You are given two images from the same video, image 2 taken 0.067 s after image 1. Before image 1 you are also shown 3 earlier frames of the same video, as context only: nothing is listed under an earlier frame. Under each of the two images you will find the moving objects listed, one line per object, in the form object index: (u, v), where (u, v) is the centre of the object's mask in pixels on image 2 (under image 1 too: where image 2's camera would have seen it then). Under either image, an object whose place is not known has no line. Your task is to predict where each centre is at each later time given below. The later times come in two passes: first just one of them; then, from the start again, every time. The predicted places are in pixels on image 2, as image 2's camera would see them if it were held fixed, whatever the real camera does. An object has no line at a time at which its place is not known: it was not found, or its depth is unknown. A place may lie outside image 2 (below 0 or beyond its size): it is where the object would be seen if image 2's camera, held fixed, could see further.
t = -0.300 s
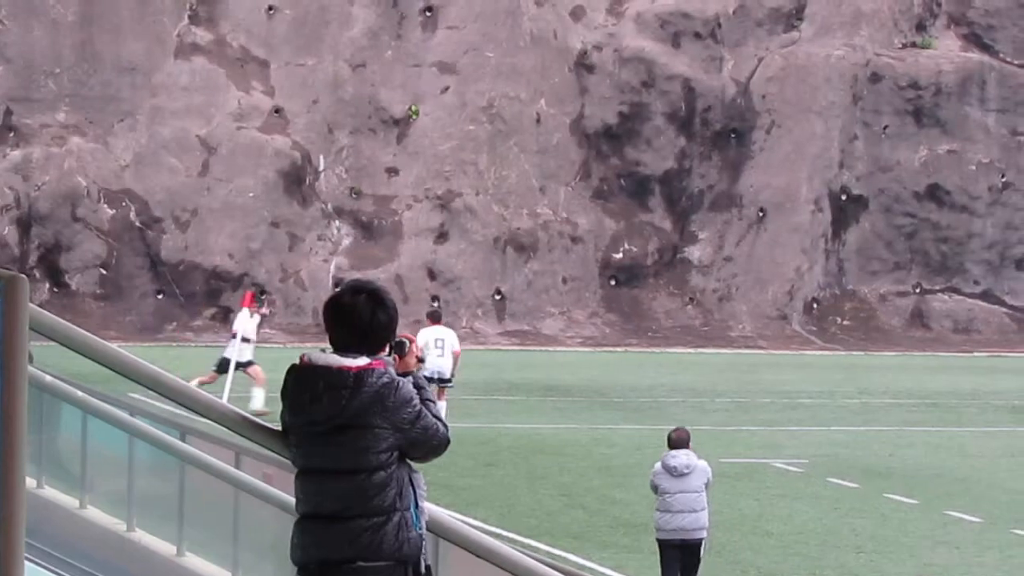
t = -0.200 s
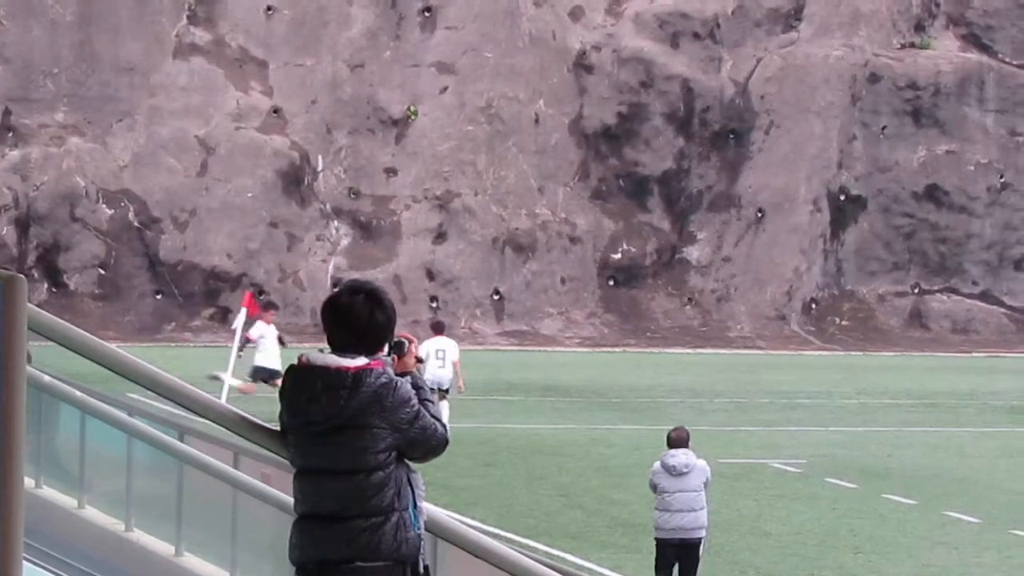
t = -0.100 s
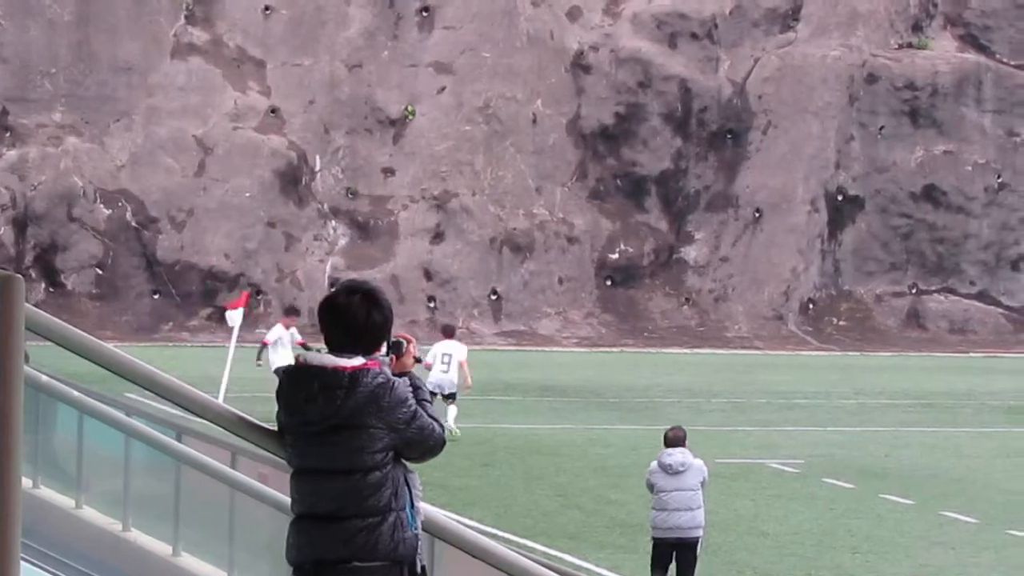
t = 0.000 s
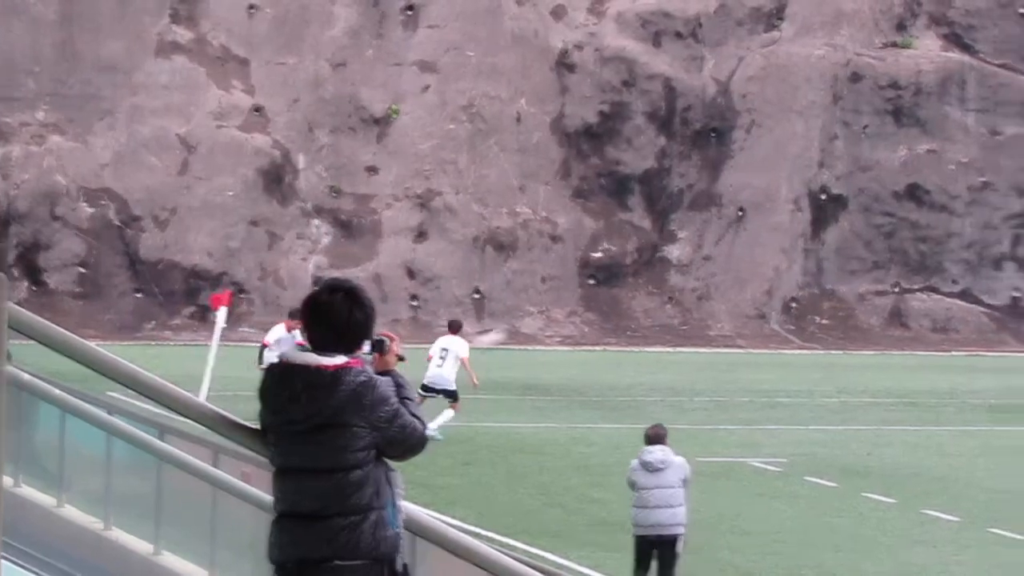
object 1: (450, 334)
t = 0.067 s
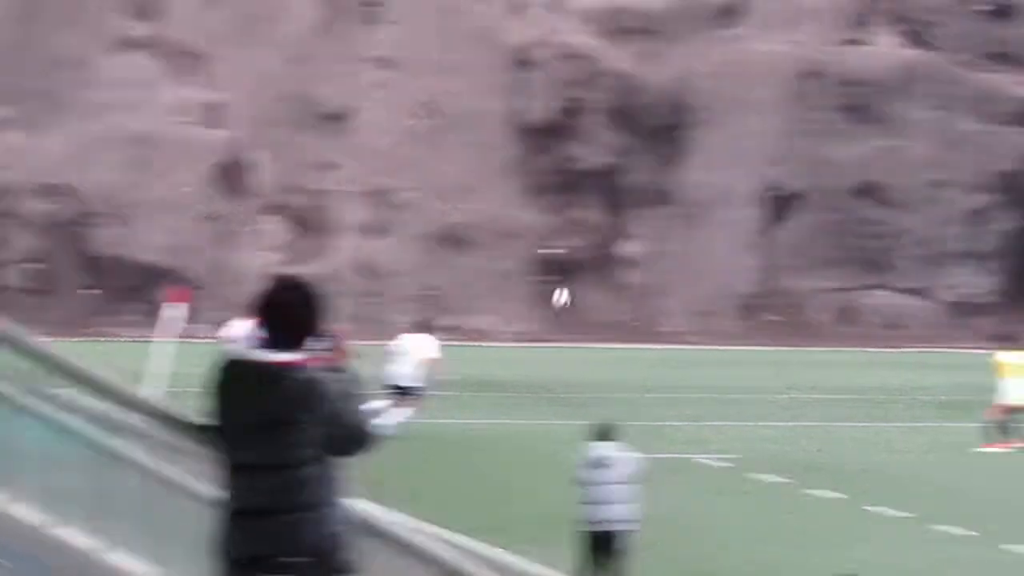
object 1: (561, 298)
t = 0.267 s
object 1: (903, 203)
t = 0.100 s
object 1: (619, 280)
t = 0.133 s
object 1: (676, 263)
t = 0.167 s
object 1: (732, 247)
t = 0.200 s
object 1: (791, 232)
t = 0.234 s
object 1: (849, 218)
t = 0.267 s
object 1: (903, 203)
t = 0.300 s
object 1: (961, 190)
